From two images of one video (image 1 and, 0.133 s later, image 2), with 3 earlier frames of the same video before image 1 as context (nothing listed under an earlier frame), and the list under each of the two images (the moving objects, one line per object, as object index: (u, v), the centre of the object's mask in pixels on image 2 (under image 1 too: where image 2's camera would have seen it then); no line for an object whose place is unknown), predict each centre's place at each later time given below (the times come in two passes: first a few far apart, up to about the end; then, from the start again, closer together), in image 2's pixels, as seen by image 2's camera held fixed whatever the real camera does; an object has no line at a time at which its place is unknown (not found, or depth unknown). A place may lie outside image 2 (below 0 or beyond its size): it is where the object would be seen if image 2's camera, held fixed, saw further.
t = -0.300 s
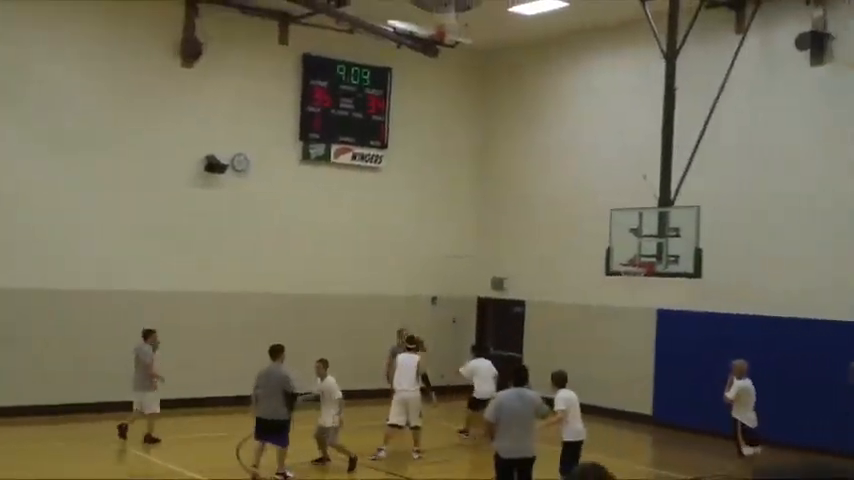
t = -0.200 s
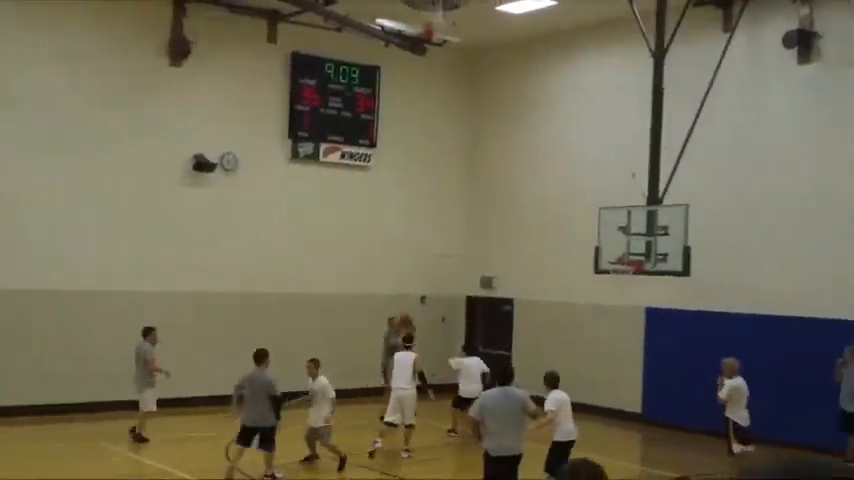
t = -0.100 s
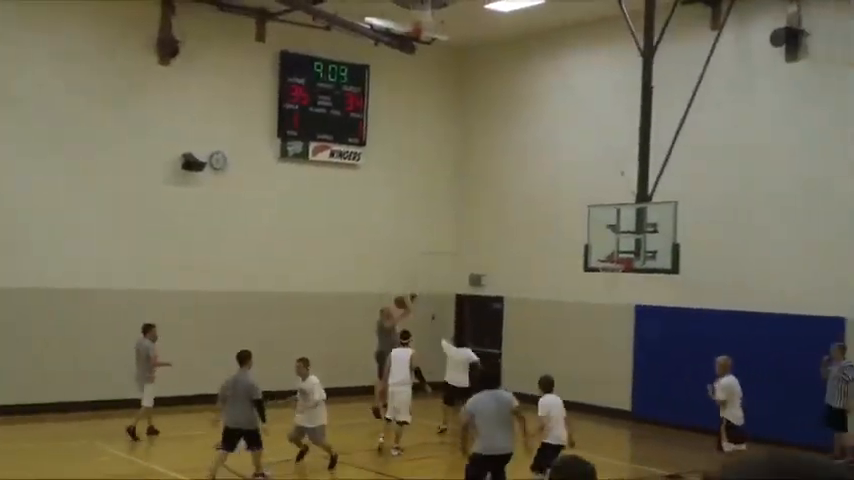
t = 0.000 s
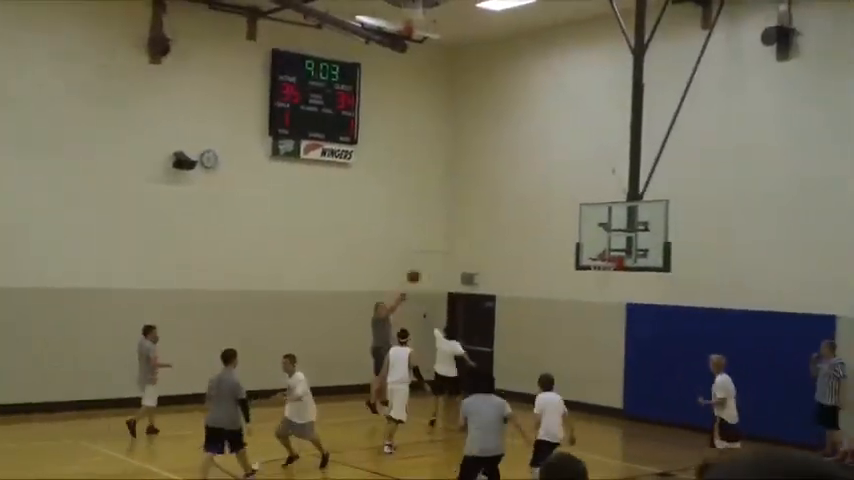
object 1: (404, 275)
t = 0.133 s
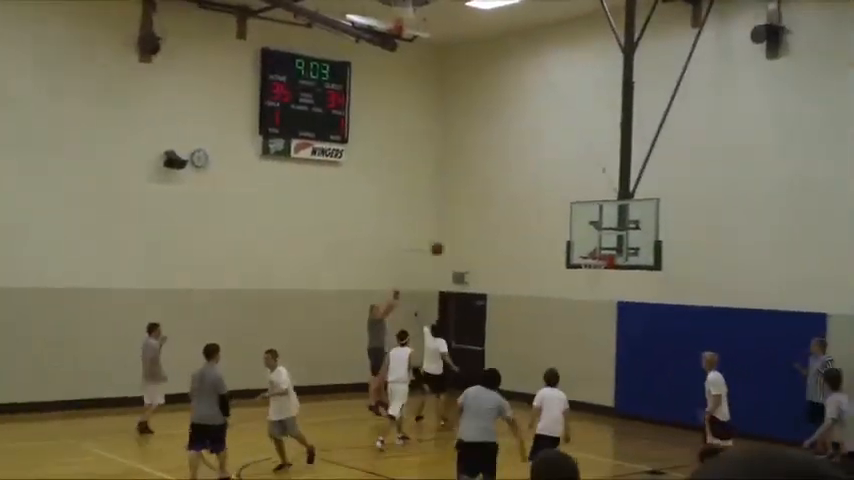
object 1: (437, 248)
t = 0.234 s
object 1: (461, 235)
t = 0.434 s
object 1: (510, 223)
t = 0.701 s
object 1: (579, 246)
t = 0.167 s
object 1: (444, 243)
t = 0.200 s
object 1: (453, 239)
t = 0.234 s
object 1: (461, 235)
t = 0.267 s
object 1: (469, 231)
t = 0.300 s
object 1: (477, 228)
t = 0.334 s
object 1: (485, 227)
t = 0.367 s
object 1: (494, 225)
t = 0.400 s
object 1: (502, 224)
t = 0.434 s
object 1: (510, 223)
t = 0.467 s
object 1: (519, 224)
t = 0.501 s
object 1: (527, 225)
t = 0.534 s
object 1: (535, 227)
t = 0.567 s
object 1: (544, 229)
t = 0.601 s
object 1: (552, 232)
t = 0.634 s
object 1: (560, 236)
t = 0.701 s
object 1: (579, 246)
